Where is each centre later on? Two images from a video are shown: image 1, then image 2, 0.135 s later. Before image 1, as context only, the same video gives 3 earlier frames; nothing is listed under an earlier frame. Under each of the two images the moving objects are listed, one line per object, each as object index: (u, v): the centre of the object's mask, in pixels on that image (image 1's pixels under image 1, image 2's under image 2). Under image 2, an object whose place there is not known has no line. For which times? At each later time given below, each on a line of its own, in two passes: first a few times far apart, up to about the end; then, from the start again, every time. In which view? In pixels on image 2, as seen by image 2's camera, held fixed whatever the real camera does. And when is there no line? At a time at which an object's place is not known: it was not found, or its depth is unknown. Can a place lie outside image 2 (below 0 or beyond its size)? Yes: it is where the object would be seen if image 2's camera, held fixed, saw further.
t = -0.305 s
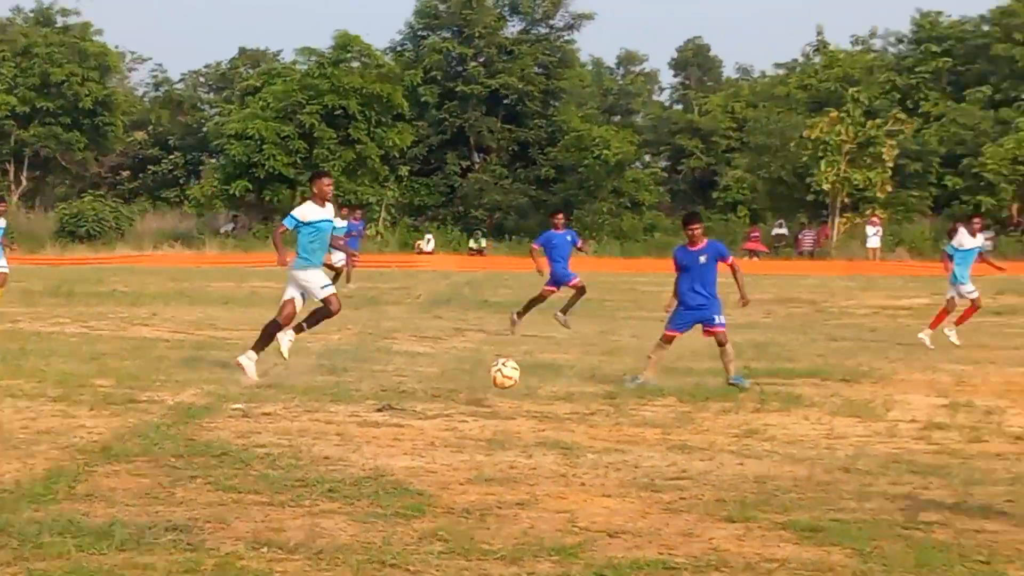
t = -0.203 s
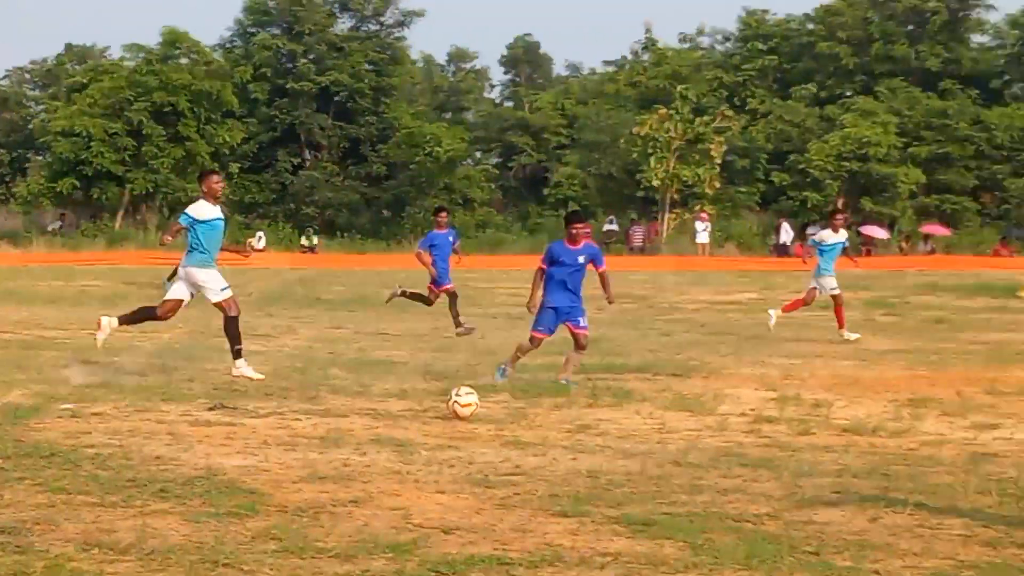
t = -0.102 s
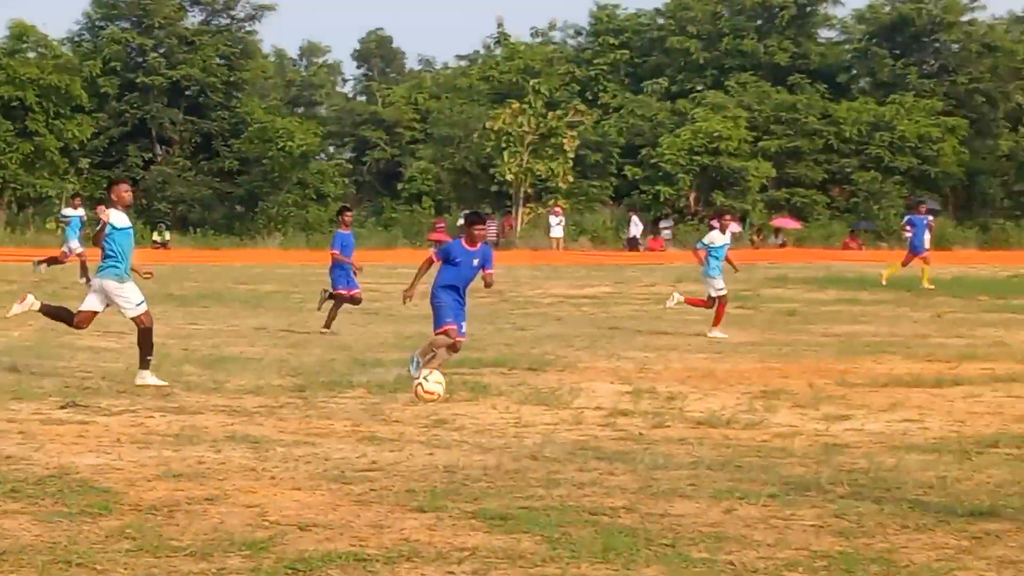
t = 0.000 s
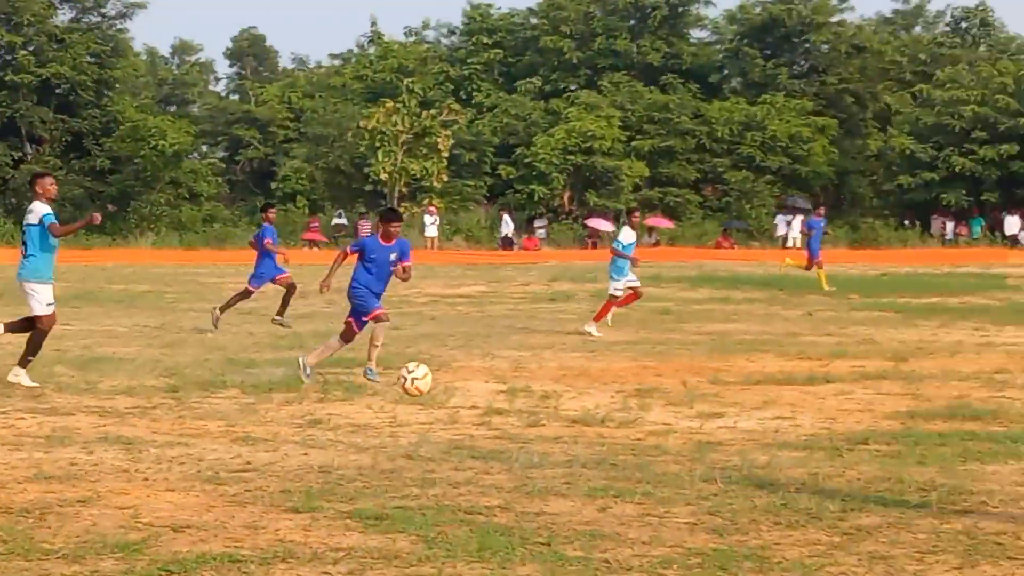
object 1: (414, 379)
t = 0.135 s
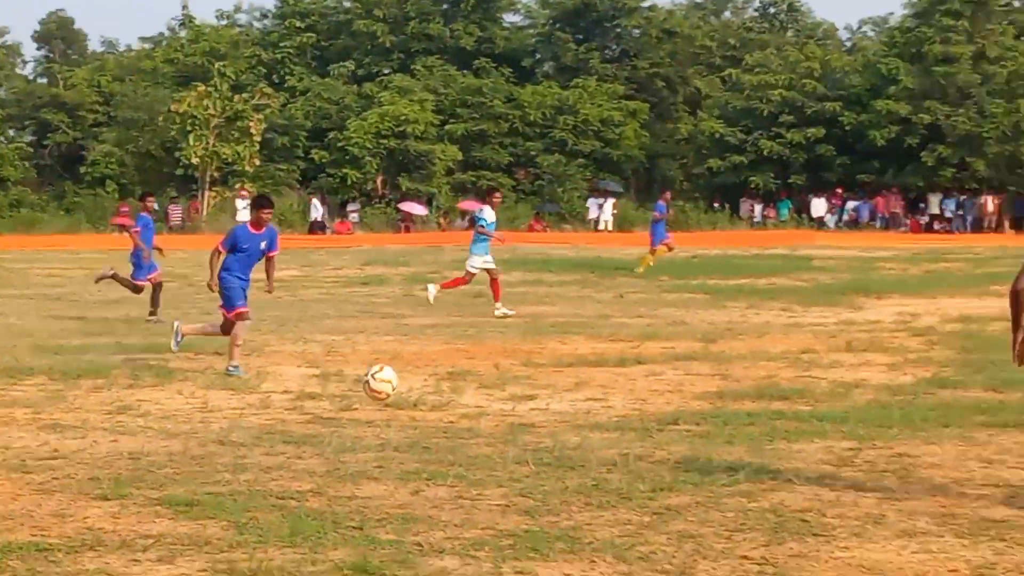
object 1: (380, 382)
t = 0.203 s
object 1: (461, 404)
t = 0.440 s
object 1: (744, 420)
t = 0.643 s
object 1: (1019, 426)
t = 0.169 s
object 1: (421, 391)
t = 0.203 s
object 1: (461, 404)
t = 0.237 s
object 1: (499, 411)
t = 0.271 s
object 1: (538, 408)
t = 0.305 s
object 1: (578, 406)
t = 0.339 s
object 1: (619, 404)
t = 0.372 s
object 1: (661, 408)
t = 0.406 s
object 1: (702, 412)
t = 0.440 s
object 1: (744, 420)
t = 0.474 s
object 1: (787, 431)
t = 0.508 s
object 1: (833, 430)
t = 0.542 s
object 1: (879, 432)
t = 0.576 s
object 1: (924, 435)
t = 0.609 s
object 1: (973, 435)
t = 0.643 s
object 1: (1019, 426)
